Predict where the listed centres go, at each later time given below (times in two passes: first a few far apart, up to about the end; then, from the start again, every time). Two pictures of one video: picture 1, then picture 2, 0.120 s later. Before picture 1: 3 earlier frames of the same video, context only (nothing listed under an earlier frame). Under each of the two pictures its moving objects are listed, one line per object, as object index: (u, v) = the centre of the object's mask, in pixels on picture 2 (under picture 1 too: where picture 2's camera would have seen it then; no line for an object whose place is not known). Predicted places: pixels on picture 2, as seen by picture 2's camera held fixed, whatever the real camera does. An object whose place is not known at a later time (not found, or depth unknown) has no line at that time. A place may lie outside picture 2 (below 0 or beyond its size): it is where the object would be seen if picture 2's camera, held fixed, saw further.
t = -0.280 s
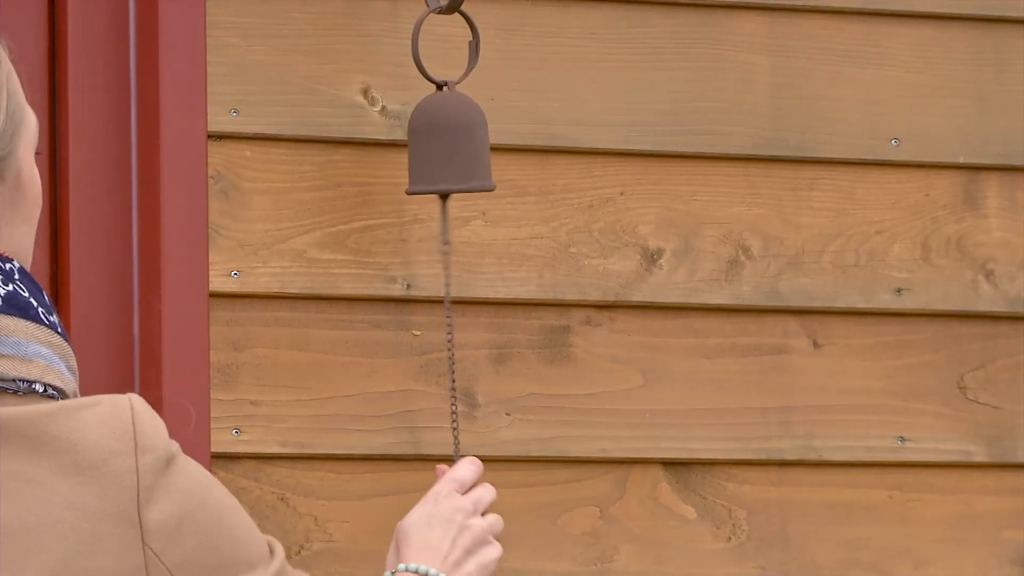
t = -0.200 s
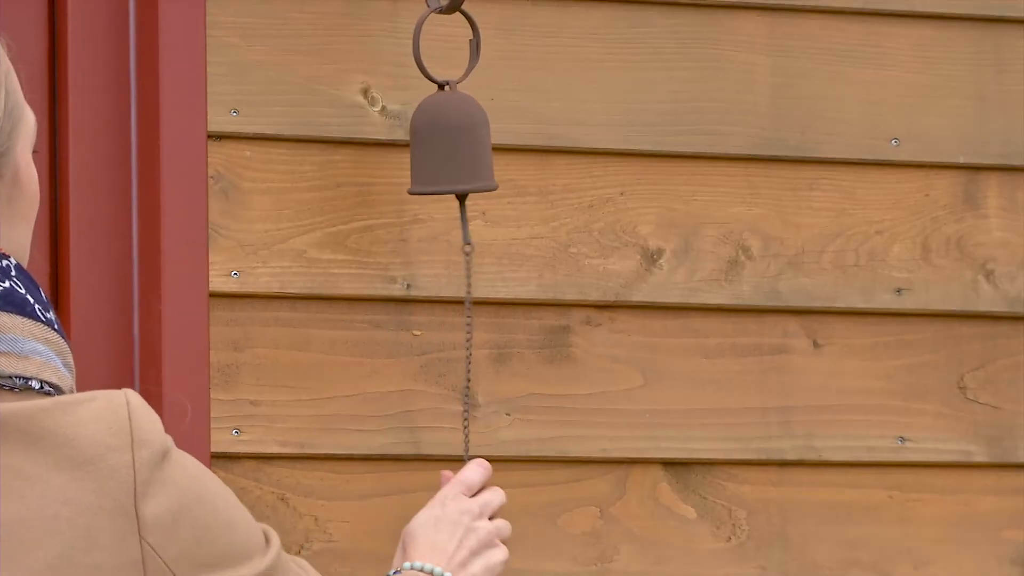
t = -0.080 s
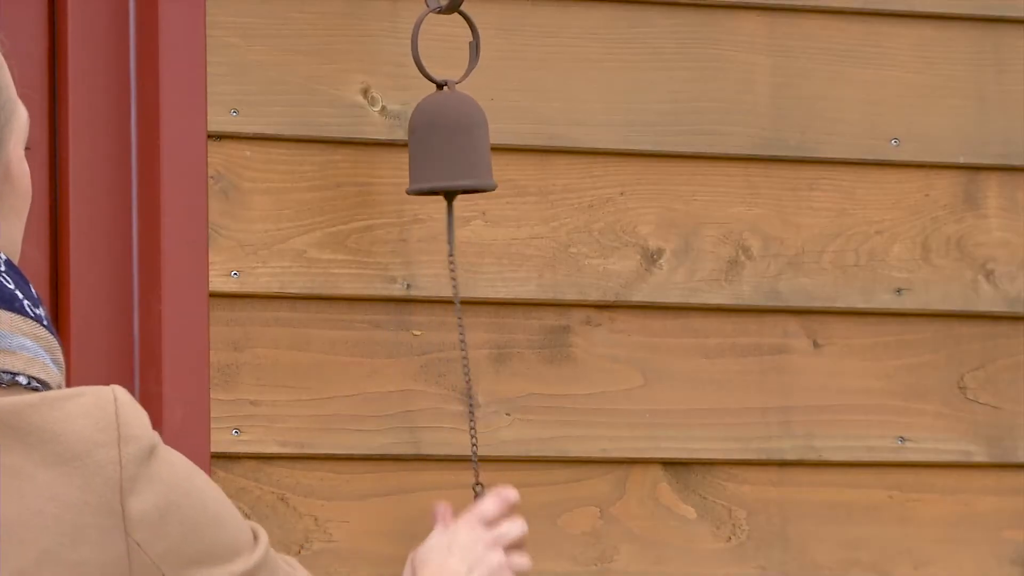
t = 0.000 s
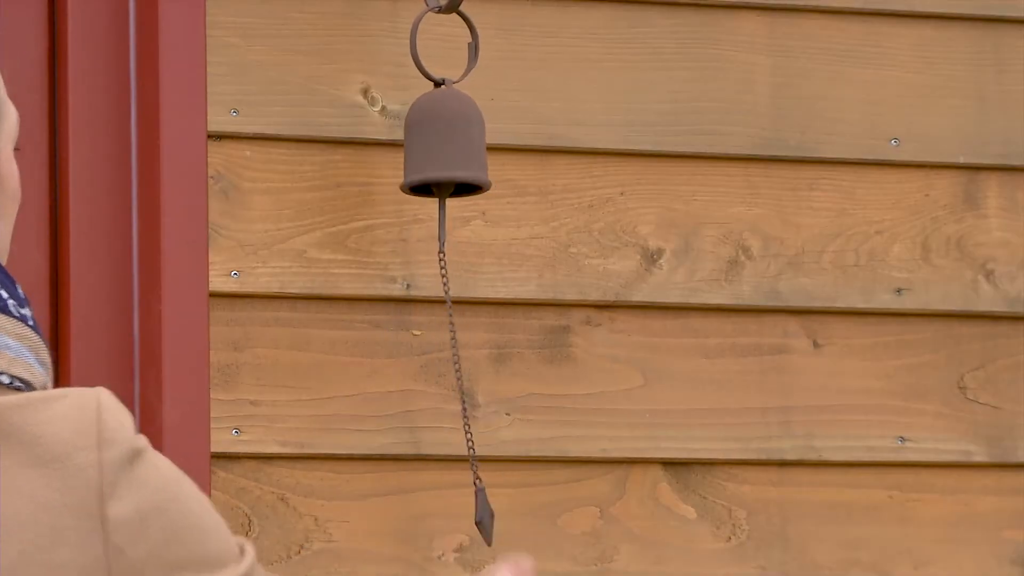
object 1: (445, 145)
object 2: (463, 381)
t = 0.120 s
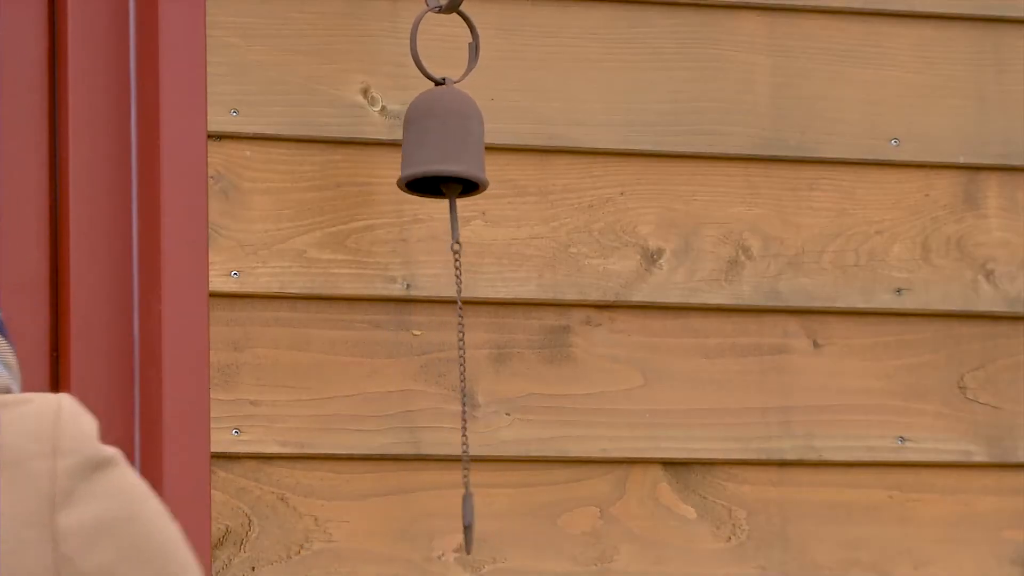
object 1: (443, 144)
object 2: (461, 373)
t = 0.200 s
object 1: (448, 145)
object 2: (454, 379)
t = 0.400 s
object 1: (448, 146)
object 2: (433, 393)
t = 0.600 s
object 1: (442, 144)
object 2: (427, 402)
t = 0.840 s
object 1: (456, 145)
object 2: (461, 408)
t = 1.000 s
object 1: (441, 146)
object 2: (470, 408)
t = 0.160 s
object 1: (445, 145)
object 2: (459, 374)
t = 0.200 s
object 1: (448, 145)
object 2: (454, 379)
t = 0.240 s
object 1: (450, 145)
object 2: (448, 385)
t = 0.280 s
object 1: (451, 146)
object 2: (440, 388)
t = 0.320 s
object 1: (451, 145)
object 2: (435, 391)
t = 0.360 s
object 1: (450, 146)
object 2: (433, 392)
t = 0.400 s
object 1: (448, 146)
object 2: (433, 393)
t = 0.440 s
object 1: (445, 146)
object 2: (431, 398)
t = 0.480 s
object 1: (442, 146)
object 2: (429, 401)
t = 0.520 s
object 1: (440, 145)
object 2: (428, 401)
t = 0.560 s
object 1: (440, 145)
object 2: (427, 403)
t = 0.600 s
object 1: (442, 144)
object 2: (427, 402)
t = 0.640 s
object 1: (445, 144)
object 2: (430, 401)
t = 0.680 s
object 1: (450, 145)
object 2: (437, 402)
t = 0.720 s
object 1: (453, 145)
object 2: (445, 404)
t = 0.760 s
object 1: (455, 144)
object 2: (451, 407)
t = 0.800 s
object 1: (456, 145)
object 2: (456, 404)
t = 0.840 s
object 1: (456, 145)
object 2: (461, 408)
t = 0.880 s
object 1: (454, 145)
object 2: (465, 409)
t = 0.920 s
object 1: (451, 146)
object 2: (467, 407)
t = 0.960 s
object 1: (446, 146)
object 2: (469, 412)
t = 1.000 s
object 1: (441, 146)
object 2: (470, 408)
